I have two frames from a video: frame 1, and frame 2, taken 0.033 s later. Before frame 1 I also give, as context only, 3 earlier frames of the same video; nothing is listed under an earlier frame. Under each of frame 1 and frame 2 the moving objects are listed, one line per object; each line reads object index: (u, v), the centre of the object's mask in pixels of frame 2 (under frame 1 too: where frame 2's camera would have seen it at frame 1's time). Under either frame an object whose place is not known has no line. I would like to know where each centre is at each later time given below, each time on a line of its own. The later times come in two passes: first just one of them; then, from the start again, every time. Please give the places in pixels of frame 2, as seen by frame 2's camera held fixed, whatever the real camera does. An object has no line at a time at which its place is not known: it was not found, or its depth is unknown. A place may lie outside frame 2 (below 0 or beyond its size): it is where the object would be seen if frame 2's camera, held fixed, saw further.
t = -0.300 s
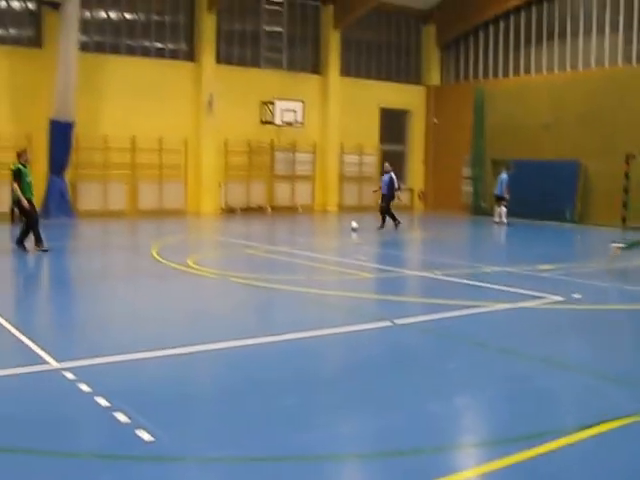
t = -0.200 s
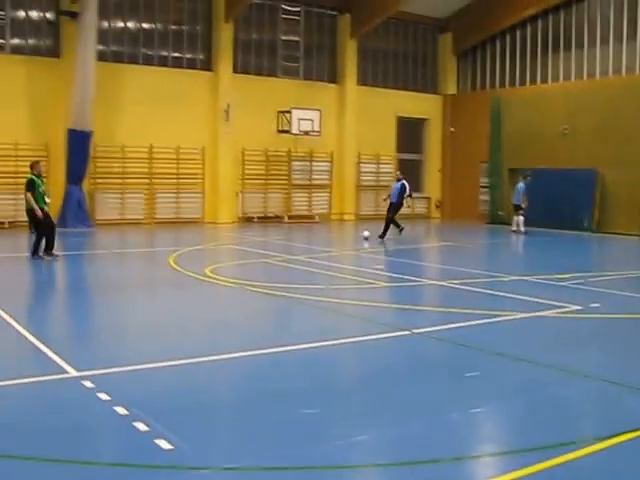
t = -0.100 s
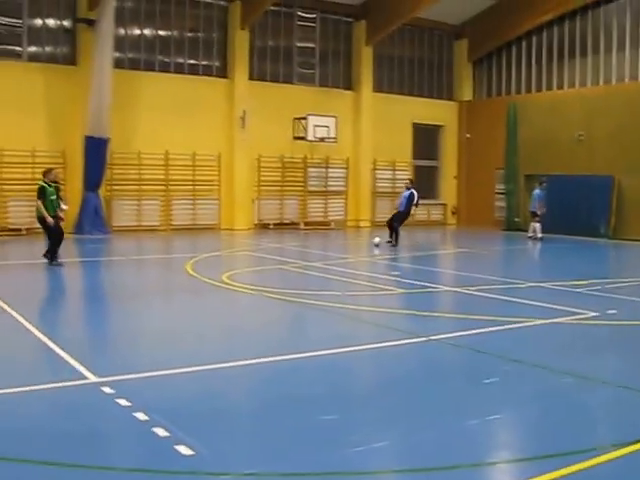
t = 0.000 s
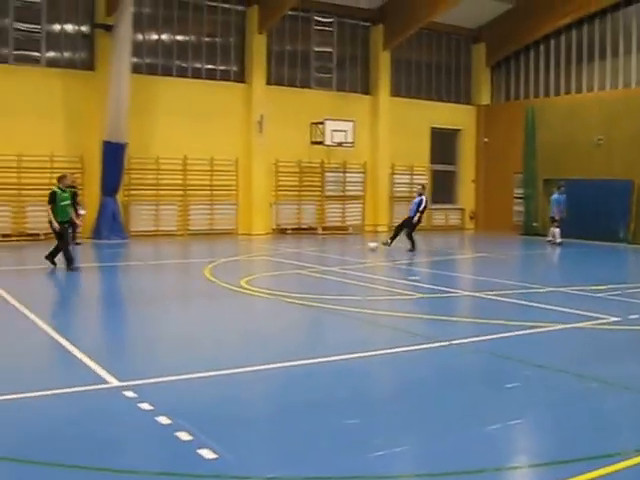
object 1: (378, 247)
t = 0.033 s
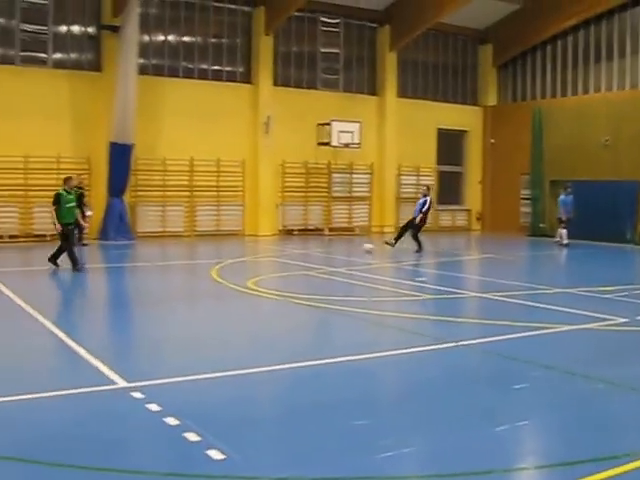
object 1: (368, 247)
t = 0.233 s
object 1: (307, 248)
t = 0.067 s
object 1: (357, 247)
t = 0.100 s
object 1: (347, 247)
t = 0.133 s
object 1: (337, 247)
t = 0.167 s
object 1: (327, 248)
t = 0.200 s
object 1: (317, 248)
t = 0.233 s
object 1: (307, 248)
